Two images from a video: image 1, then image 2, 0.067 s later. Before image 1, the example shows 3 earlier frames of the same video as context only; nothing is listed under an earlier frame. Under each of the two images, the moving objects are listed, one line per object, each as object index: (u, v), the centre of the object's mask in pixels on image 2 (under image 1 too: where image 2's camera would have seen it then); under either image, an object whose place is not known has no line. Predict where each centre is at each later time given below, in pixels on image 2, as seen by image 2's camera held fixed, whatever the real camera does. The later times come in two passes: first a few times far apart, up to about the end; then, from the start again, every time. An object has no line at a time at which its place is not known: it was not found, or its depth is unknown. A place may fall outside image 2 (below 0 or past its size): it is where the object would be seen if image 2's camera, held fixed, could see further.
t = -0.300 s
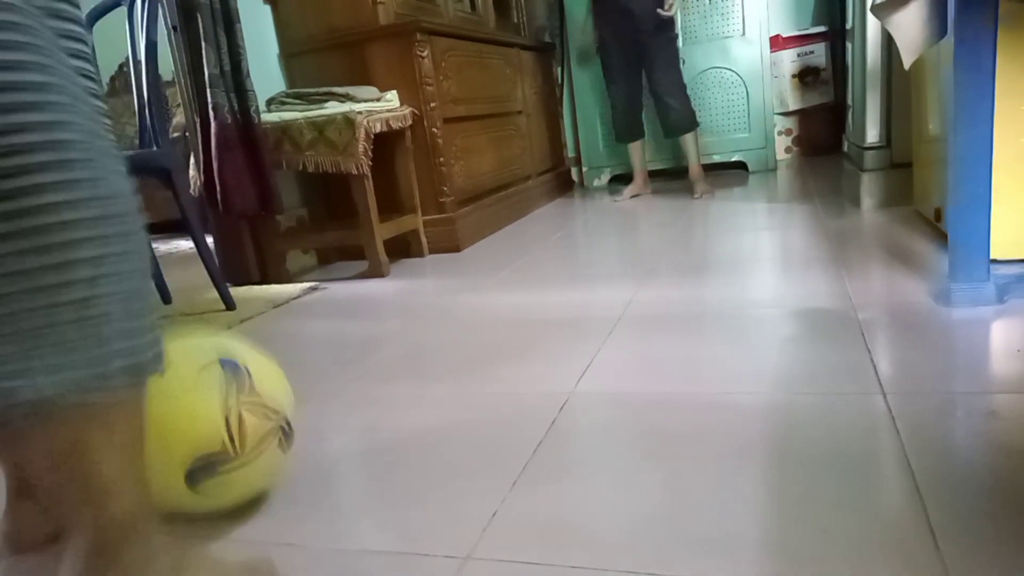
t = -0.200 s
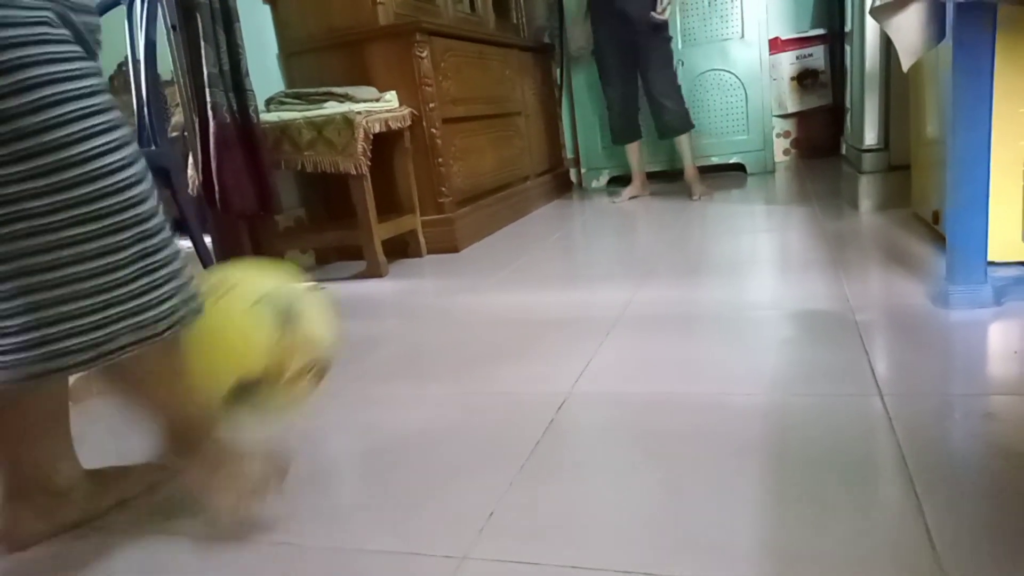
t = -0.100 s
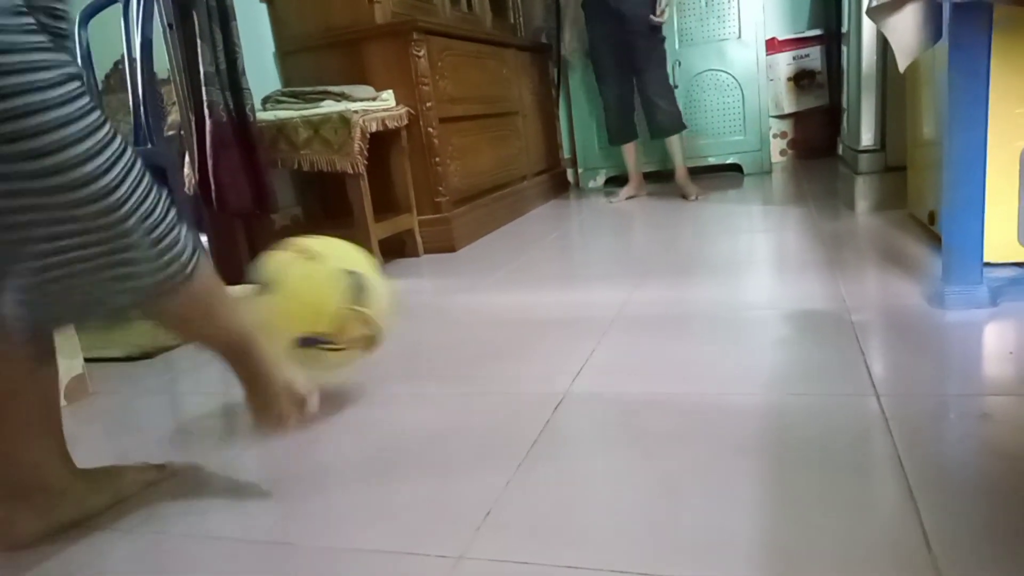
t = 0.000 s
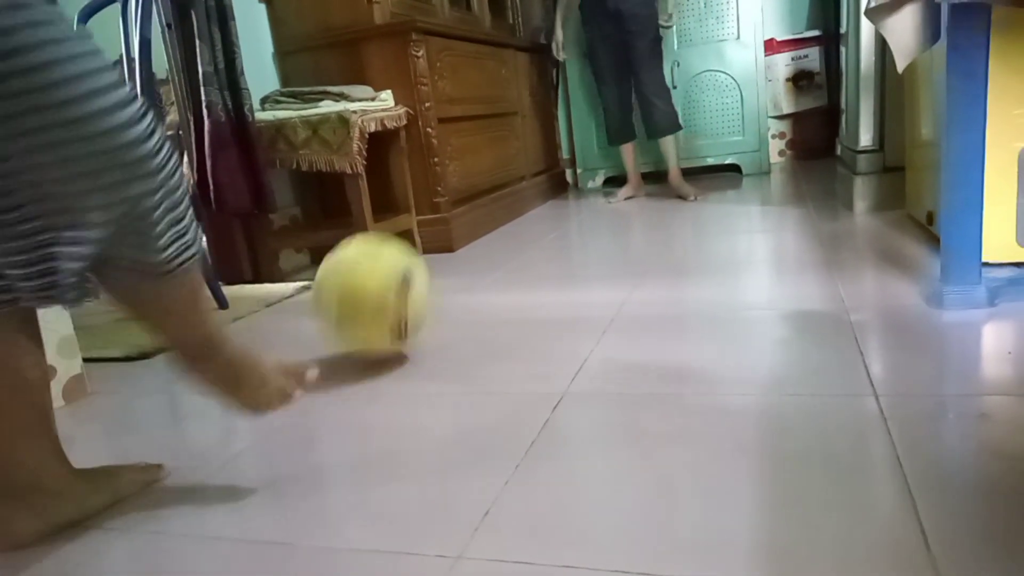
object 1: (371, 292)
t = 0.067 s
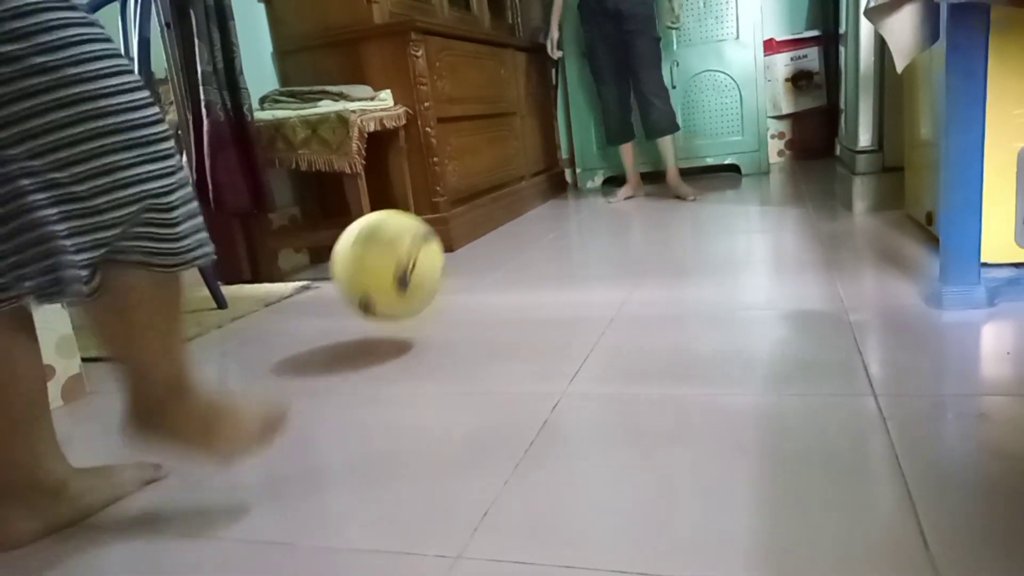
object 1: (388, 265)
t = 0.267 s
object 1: (438, 247)
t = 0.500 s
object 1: (478, 230)
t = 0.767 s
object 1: (511, 220)
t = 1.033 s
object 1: (534, 207)
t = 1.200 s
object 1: (544, 197)
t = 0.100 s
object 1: (397, 260)
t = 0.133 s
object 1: (406, 260)
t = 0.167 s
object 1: (416, 266)
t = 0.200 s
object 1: (426, 275)
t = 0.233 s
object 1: (433, 258)
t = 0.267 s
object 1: (438, 247)
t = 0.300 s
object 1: (444, 242)
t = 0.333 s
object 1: (450, 240)
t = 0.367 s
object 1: (457, 243)
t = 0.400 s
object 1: (465, 250)
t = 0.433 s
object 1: (470, 243)
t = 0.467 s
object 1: (474, 234)
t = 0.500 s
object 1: (478, 230)
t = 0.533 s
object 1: (483, 230)
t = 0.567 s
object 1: (489, 233)
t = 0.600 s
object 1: (494, 232)
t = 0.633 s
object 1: (496, 223)
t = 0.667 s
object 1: (499, 220)
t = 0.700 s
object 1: (503, 219)
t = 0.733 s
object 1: (508, 223)
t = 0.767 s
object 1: (511, 220)
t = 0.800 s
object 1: (513, 213)
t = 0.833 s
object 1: (516, 210)
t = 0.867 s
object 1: (520, 212)
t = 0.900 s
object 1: (524, 214)
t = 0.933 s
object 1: (527, 209)
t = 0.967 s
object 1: (529, 206)
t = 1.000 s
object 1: (531, 206)
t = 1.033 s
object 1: (534, 207)
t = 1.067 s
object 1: (536, 202)
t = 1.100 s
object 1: (538, 199)
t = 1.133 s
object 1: (540, 200)
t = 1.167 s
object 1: (543, 200)
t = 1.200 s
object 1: (544, 197)
